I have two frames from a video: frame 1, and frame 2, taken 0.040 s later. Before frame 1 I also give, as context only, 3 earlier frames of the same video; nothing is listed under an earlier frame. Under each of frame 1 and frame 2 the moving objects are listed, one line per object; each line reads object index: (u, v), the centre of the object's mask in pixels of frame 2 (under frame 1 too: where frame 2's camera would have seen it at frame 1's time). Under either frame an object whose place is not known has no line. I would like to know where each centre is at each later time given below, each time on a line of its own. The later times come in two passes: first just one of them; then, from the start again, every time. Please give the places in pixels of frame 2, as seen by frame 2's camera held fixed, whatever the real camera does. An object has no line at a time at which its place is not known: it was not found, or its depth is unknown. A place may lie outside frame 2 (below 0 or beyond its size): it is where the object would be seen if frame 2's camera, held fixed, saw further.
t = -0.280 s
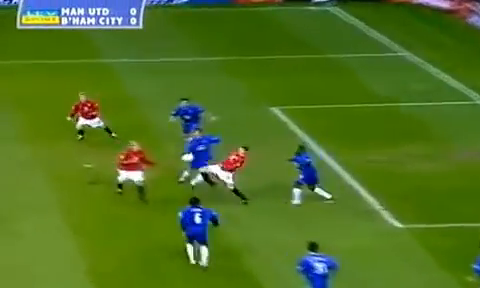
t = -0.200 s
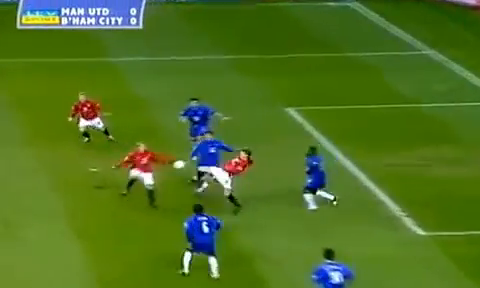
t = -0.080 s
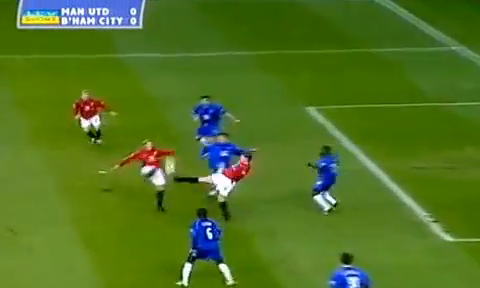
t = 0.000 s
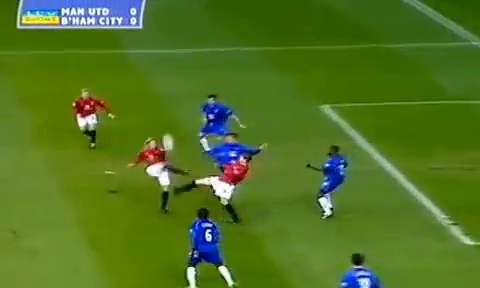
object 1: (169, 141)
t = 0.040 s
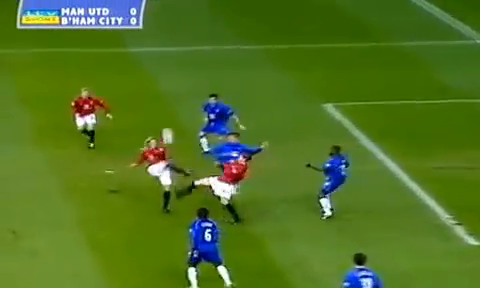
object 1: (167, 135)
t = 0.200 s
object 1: (149, 101)
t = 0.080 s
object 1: (163, 126)
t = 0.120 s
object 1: (158, 116)
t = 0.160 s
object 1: (152, 107)
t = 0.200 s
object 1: (149, 101)
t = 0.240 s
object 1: (146, 96)
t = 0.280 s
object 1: (144, 90)
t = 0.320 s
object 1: (141, 84)
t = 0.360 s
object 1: (138, 80)
